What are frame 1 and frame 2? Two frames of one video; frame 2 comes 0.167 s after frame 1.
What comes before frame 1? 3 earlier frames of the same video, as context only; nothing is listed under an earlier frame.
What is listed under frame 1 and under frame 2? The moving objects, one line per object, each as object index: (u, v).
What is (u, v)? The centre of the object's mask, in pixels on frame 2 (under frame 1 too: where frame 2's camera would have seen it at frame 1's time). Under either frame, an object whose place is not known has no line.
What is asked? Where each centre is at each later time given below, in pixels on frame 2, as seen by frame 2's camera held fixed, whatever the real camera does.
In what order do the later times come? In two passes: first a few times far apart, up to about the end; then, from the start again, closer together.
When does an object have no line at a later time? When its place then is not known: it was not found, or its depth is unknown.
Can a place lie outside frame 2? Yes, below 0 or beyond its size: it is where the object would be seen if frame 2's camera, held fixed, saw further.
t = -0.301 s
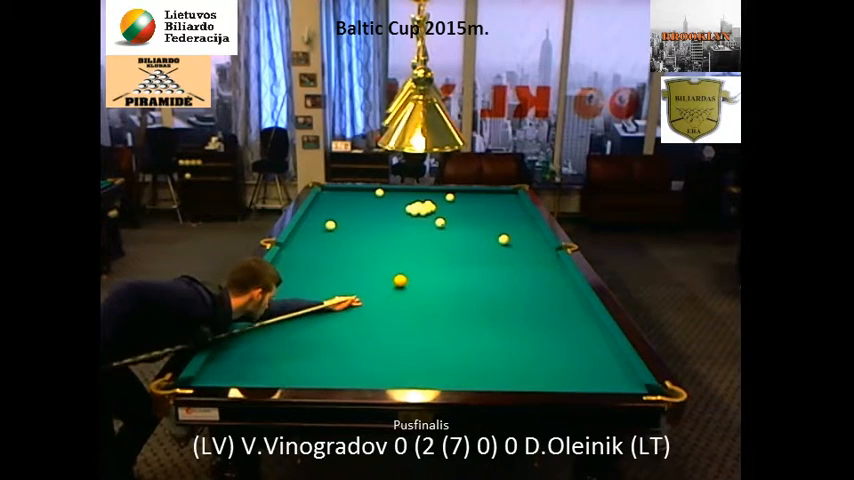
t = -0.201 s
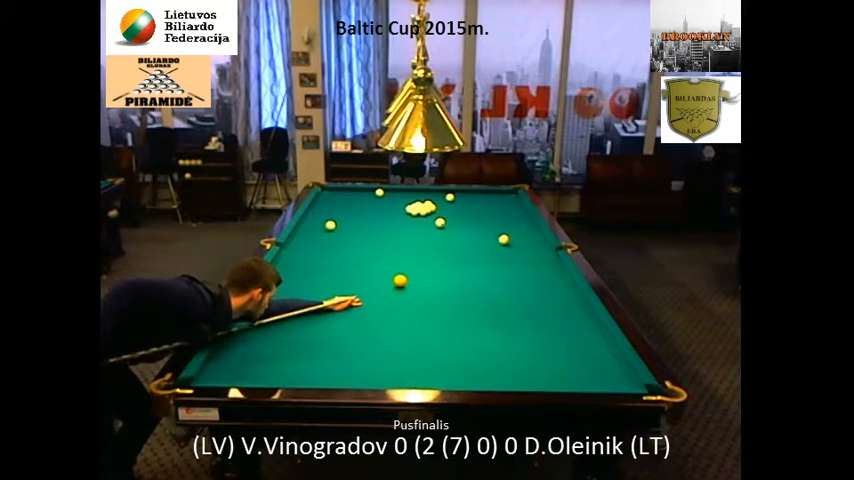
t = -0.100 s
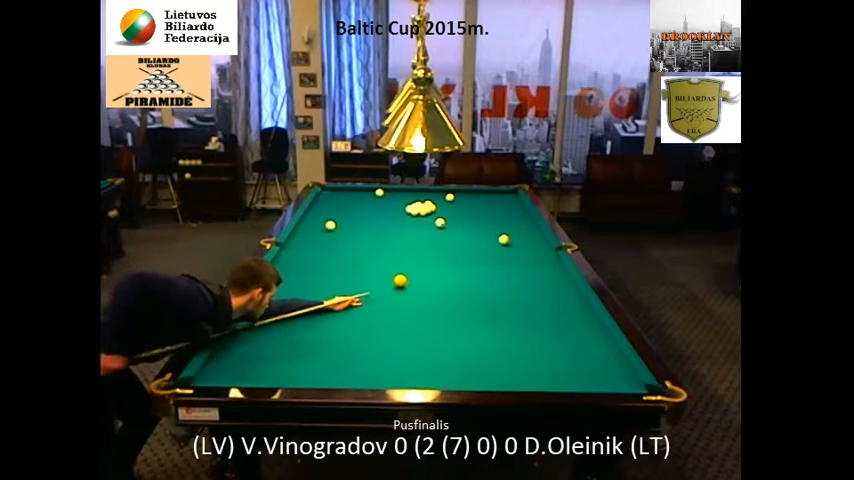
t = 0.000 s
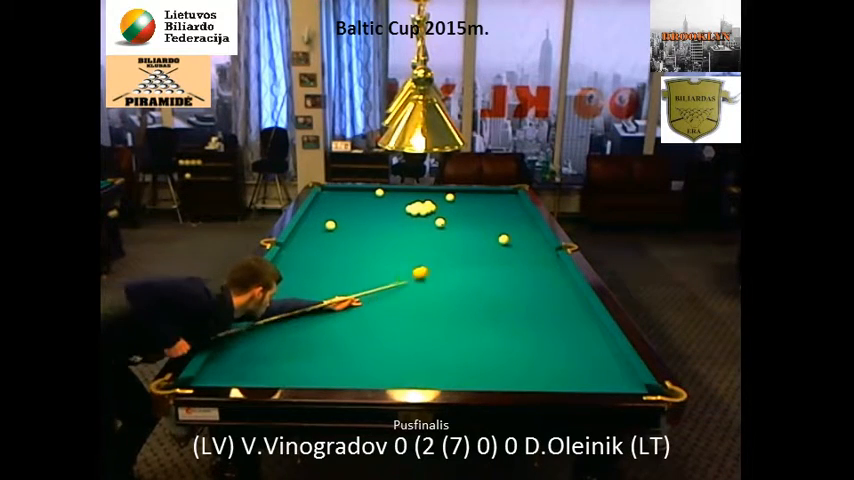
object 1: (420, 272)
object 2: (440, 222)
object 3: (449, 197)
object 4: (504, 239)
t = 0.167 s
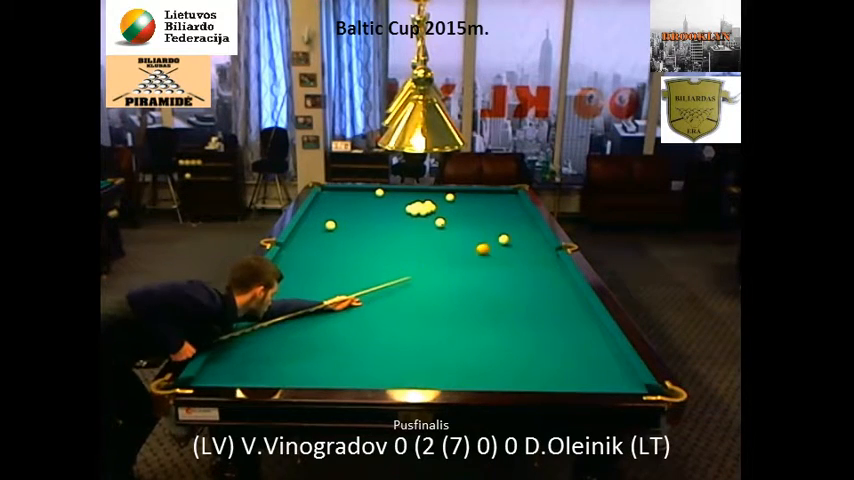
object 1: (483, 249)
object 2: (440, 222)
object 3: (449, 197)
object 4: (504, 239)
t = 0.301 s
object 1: (510, 243)
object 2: (440, 222)
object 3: (450, 197)
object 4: (512, 231)
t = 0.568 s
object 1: (534, 249)
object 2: (440, 222)
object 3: (450, 197)
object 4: (518, 210)
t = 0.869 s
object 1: (552, 256)
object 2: (440, 222)
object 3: (450, 197)
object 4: (491, 196)
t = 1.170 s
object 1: (548, 266)
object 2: (440, 222)
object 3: (450, 197)
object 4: (468, 194)
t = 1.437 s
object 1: (545, 275)
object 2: (440, 222)
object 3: (441, 197)
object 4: (456, 201)
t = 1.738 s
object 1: (541, 285)
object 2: (440, 222)
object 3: (424, 196)
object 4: (451, 209)
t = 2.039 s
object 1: (536, 297)
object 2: (439, 223)
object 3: (409, 196)
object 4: (447, 218)
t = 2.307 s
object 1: (532, 307)
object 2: (431, 225)
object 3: (397, 196)
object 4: (452, 223)
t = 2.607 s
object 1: (527, 319)
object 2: (417, 230)
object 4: (461, 228)
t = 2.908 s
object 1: (521, 331)
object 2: (404, 234)
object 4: (471, 233)
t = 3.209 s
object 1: (515, 344)
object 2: (390, 238)
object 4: (480, 237)
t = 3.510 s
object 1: (508, 357)
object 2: (377, 242)
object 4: (490, 242)
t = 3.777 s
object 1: (502, 369)
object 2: (365, 247)
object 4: (498, 246)
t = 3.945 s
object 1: (498, 376)
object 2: (358, 249)
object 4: (503, 249)
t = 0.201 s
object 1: (493, 245)
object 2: (440, 222)
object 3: (450, 197)
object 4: (504, 239)
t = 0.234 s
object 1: (501, 243)
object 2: (440, 222)
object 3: (450, 197)
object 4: (504, 236)
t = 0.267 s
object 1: (506, 242)
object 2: (440, 222)
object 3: (450, 197)
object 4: (508, 233)
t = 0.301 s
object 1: (510, 243)
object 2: (440, 222)
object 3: (450, 197)
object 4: (512, 231)
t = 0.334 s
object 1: (514, 244)
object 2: (440, 223)
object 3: (450, 197)
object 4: (515, 228)
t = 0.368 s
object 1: (517, 245)
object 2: (440, 223)
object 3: (450, 197)
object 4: (519, 225)
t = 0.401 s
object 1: (520, 245)
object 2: (440, 223)
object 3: (450, 197)
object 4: (522, 221)
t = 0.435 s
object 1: (523, 246)
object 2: (440, 222)
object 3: (450, 197)
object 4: (525, 218)
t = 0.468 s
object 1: (526, 247)
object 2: (440, 223)
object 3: (450, 197)
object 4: (528, 216)
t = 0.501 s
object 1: (529, 248)
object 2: (440, 222)
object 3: (450, 197)
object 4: (526, 214)
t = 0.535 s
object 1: (531, 249)
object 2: (440, 222)
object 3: (450, 197)
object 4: (522, 212)
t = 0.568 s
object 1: (534, 249)
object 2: (440, 222)
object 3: (450, 197)
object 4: (518, 210)
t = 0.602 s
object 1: (537, 250)
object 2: (440, 222)
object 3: (450, 197)
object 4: (514, 209)
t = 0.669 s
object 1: (543, 251)
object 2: (440, 222)
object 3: (450, 197)
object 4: (508, 205)
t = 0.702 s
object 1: (546, 252)
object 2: (440, 222)
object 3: (450, 197)
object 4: (505, 204)
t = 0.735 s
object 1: (548, 253)
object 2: (440, 222)
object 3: (450, 197)
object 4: (502, 202)
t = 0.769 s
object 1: (551, 254)
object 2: (440, 222)
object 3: (450, 197)
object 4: (499, 200)
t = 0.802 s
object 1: (553, 255)
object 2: (440, 222)
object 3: (450, 197)
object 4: (496, 199)
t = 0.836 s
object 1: (552, 256)
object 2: (440, 222)
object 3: (450, 197)
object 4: (493, 197)
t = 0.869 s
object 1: (552, 256)
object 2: (440, 222)
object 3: (450, 197)
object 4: (491, 196)
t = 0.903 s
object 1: (552, 258)
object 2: (440, 222)
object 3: (450, 197)
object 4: (488, 194)
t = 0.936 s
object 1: (551, 259)
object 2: (440, 222)
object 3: (450, 197)
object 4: (485, 193)
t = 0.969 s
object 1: (551, 260)
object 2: (440, 222)
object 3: (450, 197)
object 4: (482, 192)
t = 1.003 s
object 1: (550, 261)
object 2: (440, 222)
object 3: (450, 197)
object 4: (480, 190)
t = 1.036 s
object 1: (550, 262)
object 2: (440, 222)
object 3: (450, 197)
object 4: (477, 190)
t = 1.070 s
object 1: (550, 263)
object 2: (440, 222)
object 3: (450, 197)
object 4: (475, 191)
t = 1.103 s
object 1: (549, 264)
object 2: (440, 222)
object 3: (450, 197)
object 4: (472, 192)
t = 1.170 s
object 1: (548, 266)
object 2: (440, 222)
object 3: (450, 197)
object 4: (468, 194)
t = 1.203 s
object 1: (548, 267)
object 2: (440, 222)
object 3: (450, 197)
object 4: (465, 195)
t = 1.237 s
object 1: (547, 268)
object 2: (440, 222)
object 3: (450, 197)
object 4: (462, 195)
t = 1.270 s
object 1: (547, 270)
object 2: (440, 222)
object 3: (449, 197)
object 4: (460, 196)
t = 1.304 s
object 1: (547, 271)
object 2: (440, 222)
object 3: (449, 197)
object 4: (458, 197)
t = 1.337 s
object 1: (546, 272)
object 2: (440, 222)
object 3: (447, 197)
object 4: (457, 198)
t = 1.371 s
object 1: (546, 273)
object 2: (440, 222)
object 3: (445, 197)
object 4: (457, 199)
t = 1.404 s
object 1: (546, 274)
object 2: (440, 222)
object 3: (443, 196)
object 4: (456, 200)
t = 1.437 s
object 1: (545, 275)
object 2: (440, 222)
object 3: (441, 197)
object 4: (456, 201)
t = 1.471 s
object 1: (545, 276)
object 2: (440, 222)
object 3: (439, 197)
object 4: (455, 201)
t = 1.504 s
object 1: (544, 277)
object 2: (440, 222)
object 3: (437, 197)
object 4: (455, 203)
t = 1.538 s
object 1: (544, 279)
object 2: (440, 222)
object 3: (436, 197)
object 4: (455, 204)
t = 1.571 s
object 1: (543, 280)
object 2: (440, 222)
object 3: (434, 196)
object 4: (454, 205)
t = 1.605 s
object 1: (543, 281)
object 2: (440, 222)
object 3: (432, 196)
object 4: (454, 206)
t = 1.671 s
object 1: (542, 283)
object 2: (440, 222)
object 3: (428, 196)
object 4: (453, 207)
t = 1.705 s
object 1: (541, 284)
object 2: (440, 222)
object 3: (426, 196)
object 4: (452, 208)
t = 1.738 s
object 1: (541, 285)
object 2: (440, 222)
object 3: (424, 196)
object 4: (451, 209)
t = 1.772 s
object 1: (540, 287)
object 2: (440, 222)
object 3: (423, 196)
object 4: (451, 210)
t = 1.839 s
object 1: (539, 289)
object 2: (440, 222)
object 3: (420, 196)
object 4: (450, 212)
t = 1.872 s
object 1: (539, 291)
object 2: (440, 222)
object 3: (418, 196)
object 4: (449, 213)
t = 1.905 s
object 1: (538, 292)
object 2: (440, 222)
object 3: (416, 196)
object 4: (449, 214)
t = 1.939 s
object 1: (538, 293)
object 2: (440, 222)
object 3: (414, 196)
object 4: (448, 215)
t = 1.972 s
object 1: (537, 294)
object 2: (440, 223)
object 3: (413, 196)
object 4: (448, 216)
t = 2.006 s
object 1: (537, 296)
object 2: (439, 223)
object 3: (411, 196)
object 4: (447, 217)
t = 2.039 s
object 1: (536, 297)
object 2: (439, 223)
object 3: (409, 196)
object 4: (447, 218)
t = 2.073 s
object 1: (536, 298)
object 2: (439, 223)
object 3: (408, 196)
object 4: (447, 219)
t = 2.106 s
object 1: (535, 299)
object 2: (439, 223)
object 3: (406, 196)
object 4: (446, 220)
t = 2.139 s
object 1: (535, 300)
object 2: (438, 223)
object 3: (405, 196)
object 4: (447, 221)
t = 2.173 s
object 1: (534, 302)
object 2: (437, 223)
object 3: (403, 196)
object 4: (448, 221)
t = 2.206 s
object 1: (534, 303)
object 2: (435, 224)
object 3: (402, 196)
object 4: (448, 222)
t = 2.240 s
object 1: (533, 304)
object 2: (434, 224)
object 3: (400, 196)
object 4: (450, 222)
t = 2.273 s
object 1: (533, 305)
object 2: (432, 225)
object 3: (399, 196)
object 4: (451, 223)
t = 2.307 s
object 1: (532, 307)
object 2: (431, 225)
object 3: (397, 196)
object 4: (452, 223)
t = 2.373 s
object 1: (531, 309)
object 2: (428, 226)
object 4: (454, 224)
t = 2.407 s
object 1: (530, 311)
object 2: (426, 227)
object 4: (455, 225)
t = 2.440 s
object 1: (530, 312)
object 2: (425, 227)
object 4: (456, 225)
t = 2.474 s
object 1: (529, 313)
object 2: (424, 228)
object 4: (457, 226)
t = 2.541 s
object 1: (528, 316)
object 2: (420, 229)
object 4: (459, 227)
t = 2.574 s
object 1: (528, 317)
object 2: (419, 229)
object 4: (460, 227)
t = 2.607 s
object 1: (527, 319)
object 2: (417, 230)
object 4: (461, 228)
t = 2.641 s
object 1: (526, 320)
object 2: (416, 230)
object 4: (462, 229)
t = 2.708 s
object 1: (525, 323)
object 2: (413, 231)
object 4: (464, 229)
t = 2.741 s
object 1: (524, 324)
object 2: (411, 232)
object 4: (465, 230)
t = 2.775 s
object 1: (524, 326)
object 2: (410, 232)
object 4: (466, 230)
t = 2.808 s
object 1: (523, 327)
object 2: (408, 233)
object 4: (468, 232)
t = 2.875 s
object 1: (522, 329)
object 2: (405, 234)
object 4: (469, 232)
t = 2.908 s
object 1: (521, 331)
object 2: (404, 234)
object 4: (471, 233)
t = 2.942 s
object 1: (520, 332)
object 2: (403, 235)
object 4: (472, 234)
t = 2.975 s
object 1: (520, 334)
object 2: (401, 235)
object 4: (473, 234)
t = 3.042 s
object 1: (518, 336)
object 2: (398, 236)
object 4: (475, 235)
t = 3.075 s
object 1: (518, 338)
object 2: (396, 236)
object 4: (476, 235)
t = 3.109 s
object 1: (517, 339)
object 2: (395, 237)
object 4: (477, 236)
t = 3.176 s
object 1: (516, 342)
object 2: (392, 238)
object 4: (479, 237)
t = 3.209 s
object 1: (515, 344)
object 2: (390, 238)
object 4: (480, 237)
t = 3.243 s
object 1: (514, 345)
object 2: (389, 239)
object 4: (481, 238)
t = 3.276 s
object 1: (513, 347)
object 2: (387, 239)
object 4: (482, 239)
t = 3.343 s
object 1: (512, 350)
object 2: (385, 240)
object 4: (484, 240)
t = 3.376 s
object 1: (511, 351)
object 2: (383, 241)
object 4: (486, 240)
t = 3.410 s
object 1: (510, 352)
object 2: (382, 241)
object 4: (486, 241)
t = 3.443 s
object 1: (509, 354)
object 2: (380, 242)
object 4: (488, 241)
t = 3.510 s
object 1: (508, 357)
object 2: (377, 242)
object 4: (490, 242)
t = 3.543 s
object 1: (507, 358)
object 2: (376, 243)
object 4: (491, 243)
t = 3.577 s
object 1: (506, 360)
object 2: (374, 244)
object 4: (492, 243)
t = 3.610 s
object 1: (506, 361)
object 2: (373, 244)
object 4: (493, 244)
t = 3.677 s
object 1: (504, 364)
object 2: (370, 245)
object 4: (495, 245)
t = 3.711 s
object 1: (503, 366)
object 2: (368, 246)
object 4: (496, 245)
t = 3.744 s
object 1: (502, 368)
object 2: (367, 246)
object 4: (497, 246)
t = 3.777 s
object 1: (502, 369)
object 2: (365, 247)
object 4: (498, 246)
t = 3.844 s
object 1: (500, 372)
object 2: (363, 248)
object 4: (500, 247)
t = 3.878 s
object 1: (499, 373)
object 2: (361, 248)
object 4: (501, 248)
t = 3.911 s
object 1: (499, 375)
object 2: (360, 249)
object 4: (502, 248)
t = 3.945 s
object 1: (498, 376)
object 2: (358, 249)
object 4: (503, 249)
